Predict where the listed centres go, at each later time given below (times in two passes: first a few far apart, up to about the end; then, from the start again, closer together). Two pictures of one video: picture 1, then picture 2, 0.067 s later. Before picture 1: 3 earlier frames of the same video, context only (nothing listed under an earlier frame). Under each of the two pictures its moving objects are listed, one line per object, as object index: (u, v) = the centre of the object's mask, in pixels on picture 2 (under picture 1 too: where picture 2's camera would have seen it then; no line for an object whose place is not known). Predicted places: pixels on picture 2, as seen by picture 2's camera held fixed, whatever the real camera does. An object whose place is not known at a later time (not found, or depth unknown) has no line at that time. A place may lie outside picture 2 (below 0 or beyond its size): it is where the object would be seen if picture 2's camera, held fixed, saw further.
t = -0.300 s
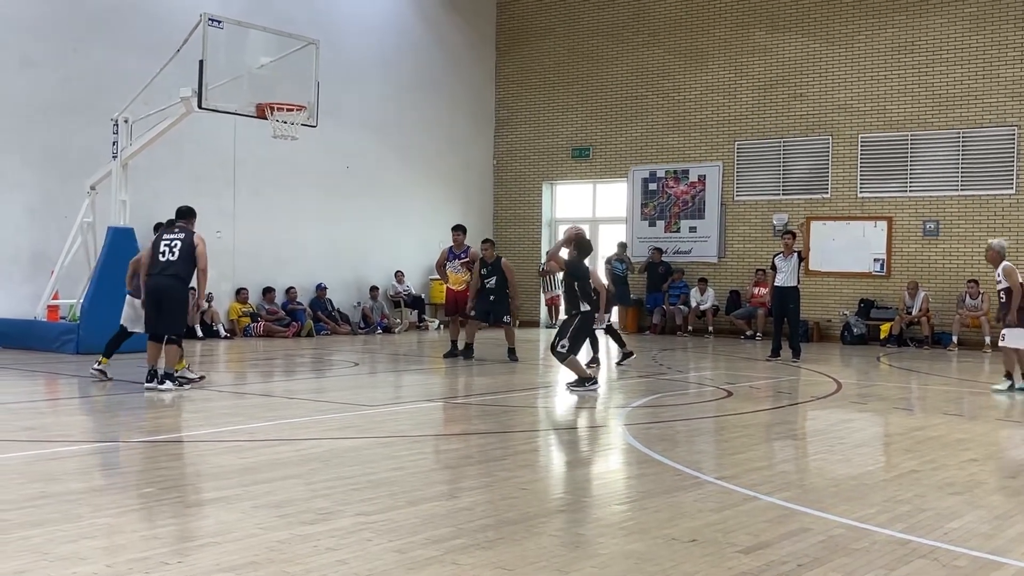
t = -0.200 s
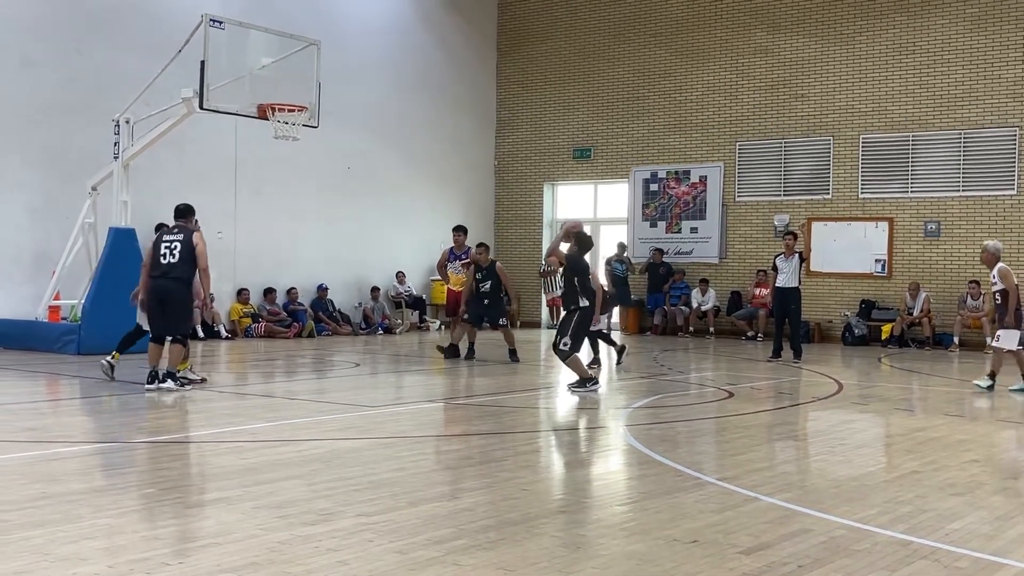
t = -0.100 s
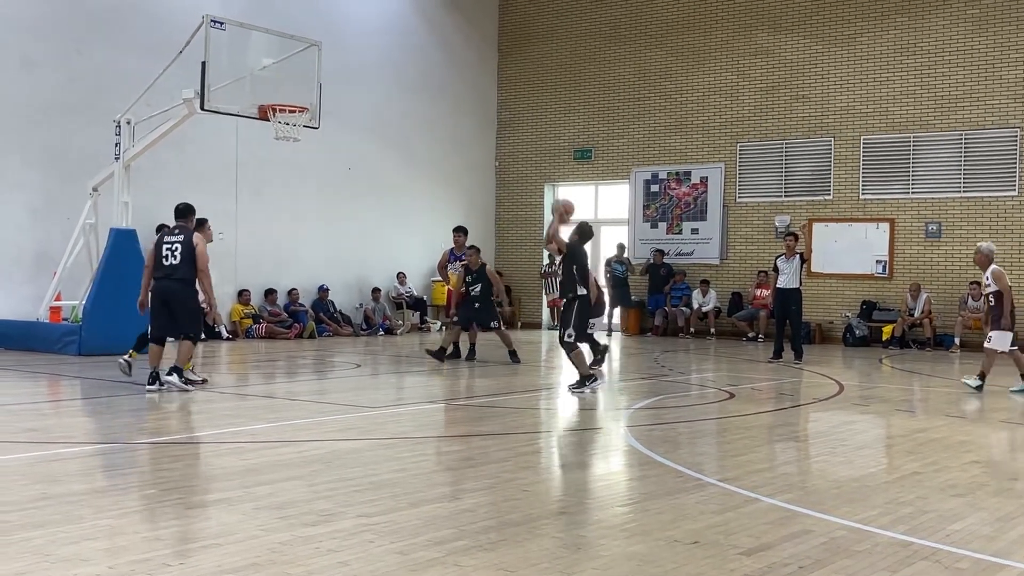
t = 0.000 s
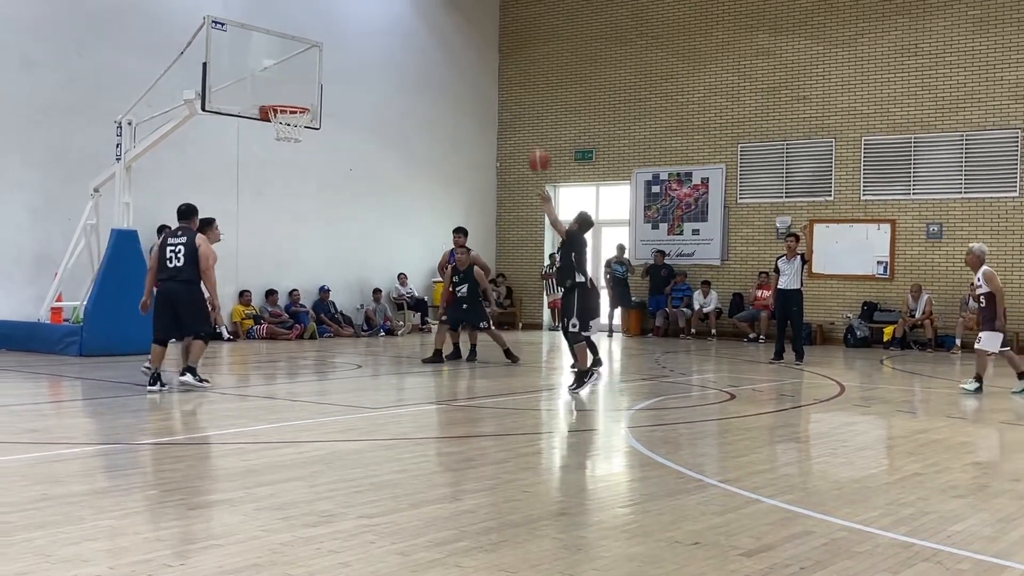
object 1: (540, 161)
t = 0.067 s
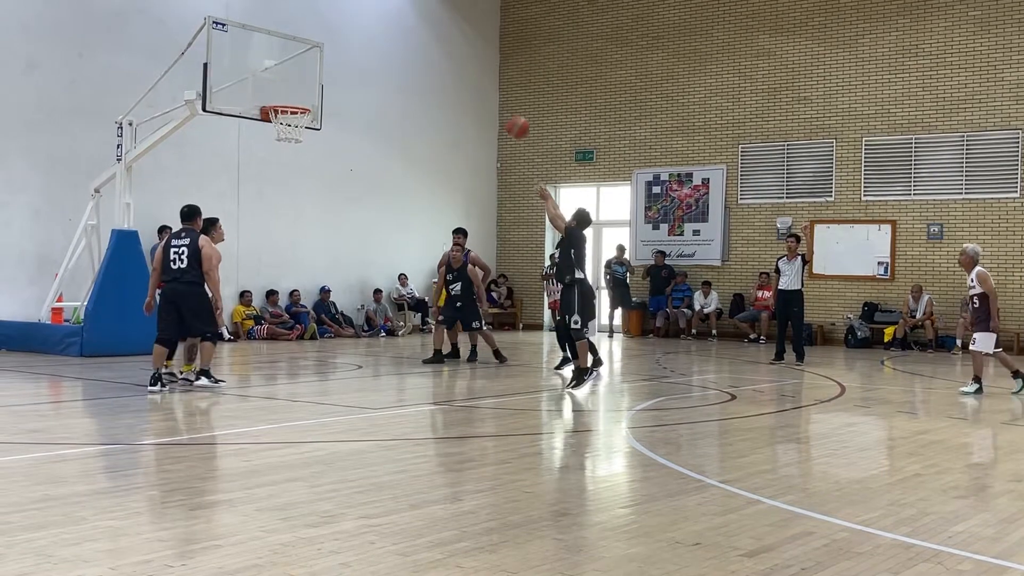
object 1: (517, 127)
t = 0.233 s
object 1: (463, 64)
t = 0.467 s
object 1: (393, 22)
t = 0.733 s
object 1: (320, 36)
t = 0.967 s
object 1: (275, 92)
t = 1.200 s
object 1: (297, 122)
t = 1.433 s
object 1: (291, 132)
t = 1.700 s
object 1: (269, 168)
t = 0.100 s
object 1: (506, 112)
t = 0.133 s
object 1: (495, 98)
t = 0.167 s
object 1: (484, 86)
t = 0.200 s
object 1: (474, 75)
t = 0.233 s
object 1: (463, 64)
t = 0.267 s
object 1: (453, 54)
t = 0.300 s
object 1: (443, 46)
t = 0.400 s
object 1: (413, 28)
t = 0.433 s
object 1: (403, 25)
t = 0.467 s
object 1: (393, 22)
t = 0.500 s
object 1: (384, 20)
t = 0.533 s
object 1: (375, 20)
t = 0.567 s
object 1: (365, 20)
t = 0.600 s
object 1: (356, 22)
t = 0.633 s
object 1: (347, 24)
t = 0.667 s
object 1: (338, 27)
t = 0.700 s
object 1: (329, 31)
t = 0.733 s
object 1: (320, 36)
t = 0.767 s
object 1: (312, 42)
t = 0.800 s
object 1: (303, 48)
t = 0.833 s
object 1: (295, 56)
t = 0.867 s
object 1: (287, 65)
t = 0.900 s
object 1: (278, 74)
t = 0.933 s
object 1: (270, 84)
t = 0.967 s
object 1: (275, 92)
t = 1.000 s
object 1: (281, 98)
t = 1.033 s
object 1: (287, 107)
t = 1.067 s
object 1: (291, 119)
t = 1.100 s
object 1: (297, 122)
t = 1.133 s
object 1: (299, 122)
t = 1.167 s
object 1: (298, 121)
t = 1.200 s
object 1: (297, 122)
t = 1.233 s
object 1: (297, 122)
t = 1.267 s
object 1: (298, 125)
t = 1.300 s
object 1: (300, 126)
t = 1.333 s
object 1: (300, 127)
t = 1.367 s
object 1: (298, 130)
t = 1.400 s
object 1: (295, 129)
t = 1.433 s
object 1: (291, 132)
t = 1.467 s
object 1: (285, 137)
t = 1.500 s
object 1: (285, 142)
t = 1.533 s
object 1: (282, 143)
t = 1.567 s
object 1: (280, 145)
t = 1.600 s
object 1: (277, 149)
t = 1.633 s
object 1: (274, 155)
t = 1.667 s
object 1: (272, 161)
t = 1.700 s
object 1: (269, 168)
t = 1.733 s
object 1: (267, 176)
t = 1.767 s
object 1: (264, 186)
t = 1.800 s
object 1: (261, 196)
